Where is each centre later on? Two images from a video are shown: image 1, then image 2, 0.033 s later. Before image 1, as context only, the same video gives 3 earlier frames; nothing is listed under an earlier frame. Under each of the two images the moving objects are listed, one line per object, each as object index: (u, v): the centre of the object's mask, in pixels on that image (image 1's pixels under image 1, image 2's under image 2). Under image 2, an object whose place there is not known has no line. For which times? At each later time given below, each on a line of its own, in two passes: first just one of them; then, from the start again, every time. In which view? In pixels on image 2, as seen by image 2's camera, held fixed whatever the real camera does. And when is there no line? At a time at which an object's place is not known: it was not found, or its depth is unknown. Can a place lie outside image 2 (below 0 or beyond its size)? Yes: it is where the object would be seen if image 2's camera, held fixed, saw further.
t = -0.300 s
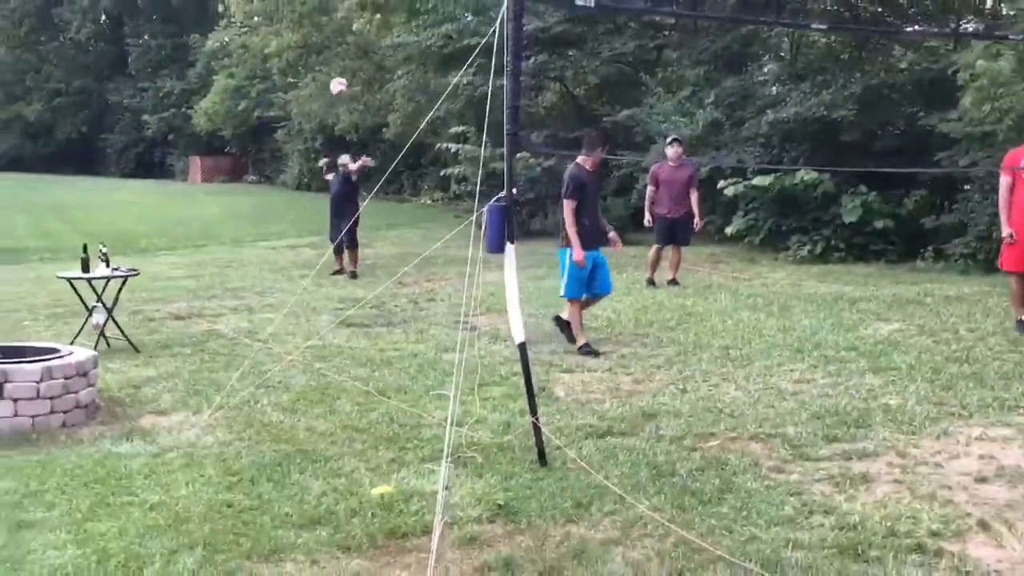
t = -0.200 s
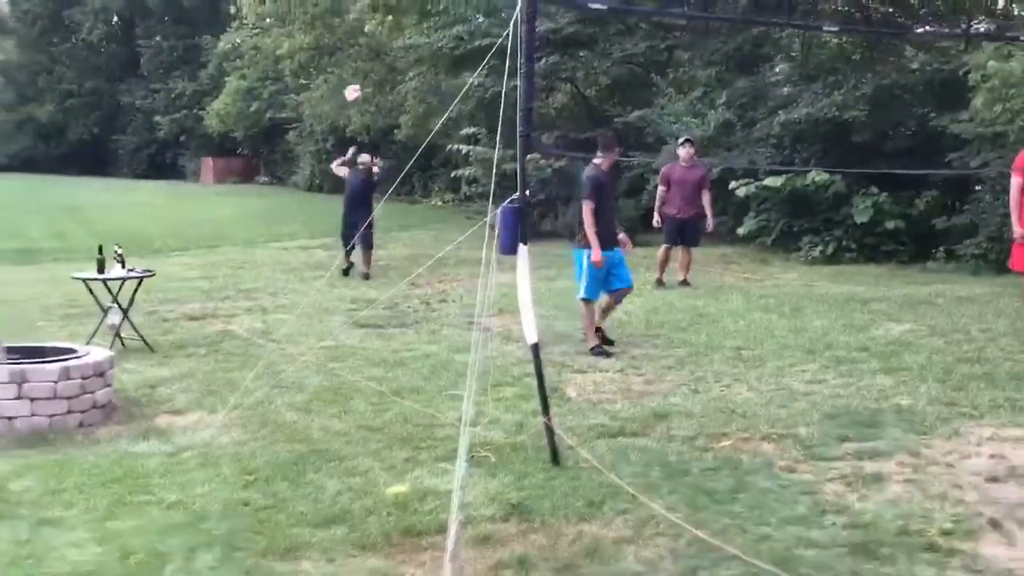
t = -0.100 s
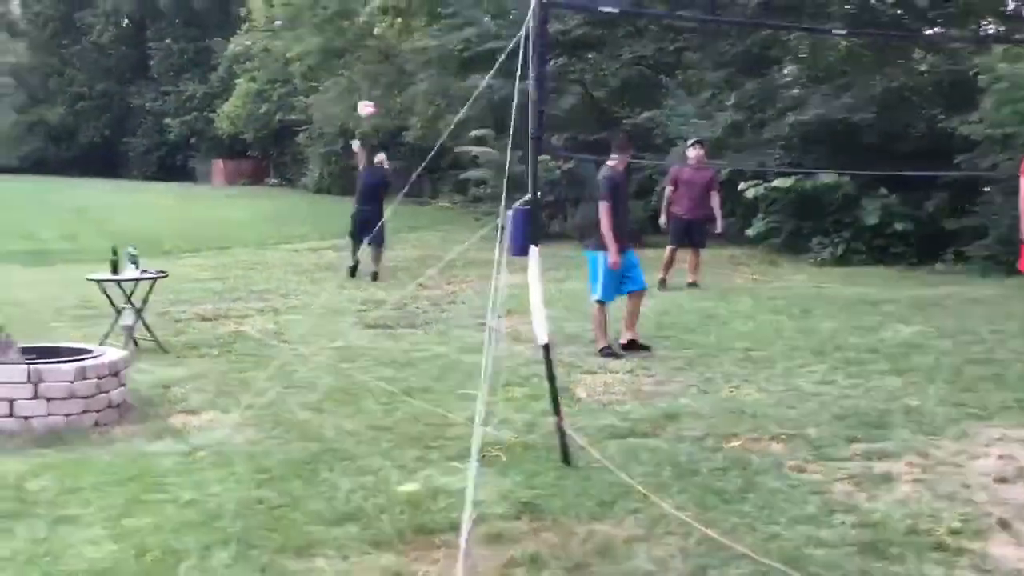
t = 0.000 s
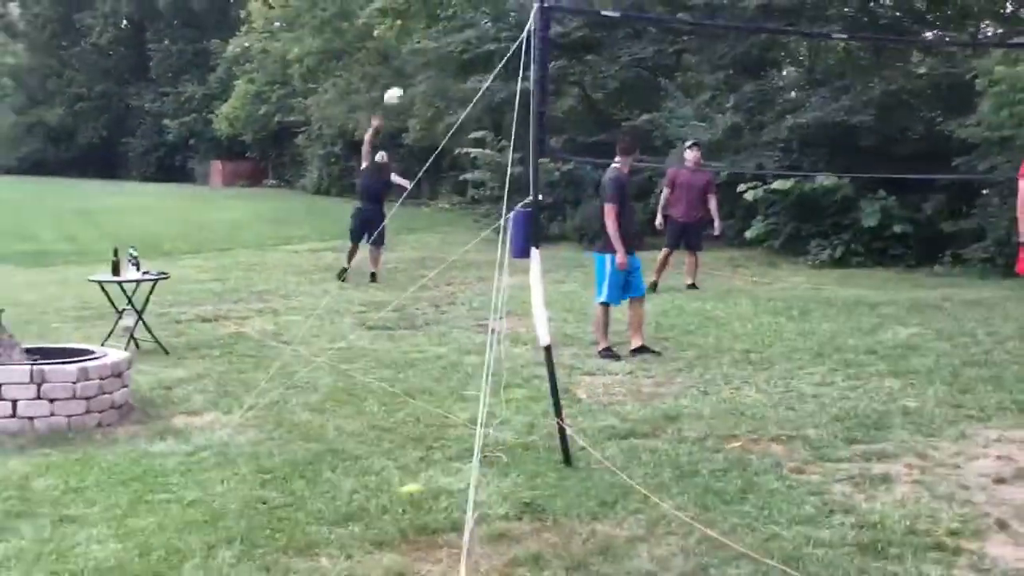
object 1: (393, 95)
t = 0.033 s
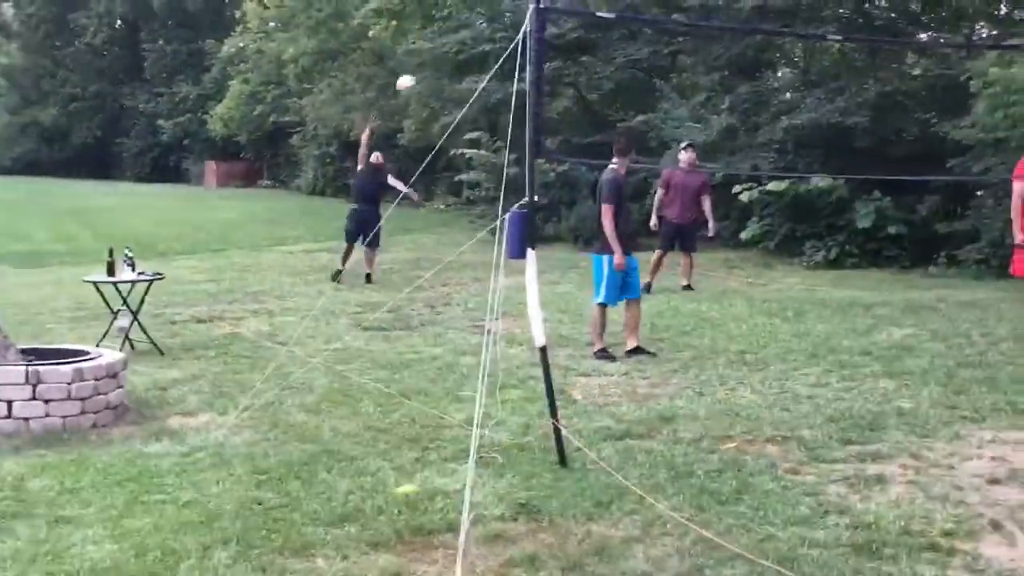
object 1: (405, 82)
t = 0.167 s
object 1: (480, 34)
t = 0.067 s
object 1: (423, 70)
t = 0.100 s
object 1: (441, 59)
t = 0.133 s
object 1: (460, 47)
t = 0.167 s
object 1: (480, 34)
